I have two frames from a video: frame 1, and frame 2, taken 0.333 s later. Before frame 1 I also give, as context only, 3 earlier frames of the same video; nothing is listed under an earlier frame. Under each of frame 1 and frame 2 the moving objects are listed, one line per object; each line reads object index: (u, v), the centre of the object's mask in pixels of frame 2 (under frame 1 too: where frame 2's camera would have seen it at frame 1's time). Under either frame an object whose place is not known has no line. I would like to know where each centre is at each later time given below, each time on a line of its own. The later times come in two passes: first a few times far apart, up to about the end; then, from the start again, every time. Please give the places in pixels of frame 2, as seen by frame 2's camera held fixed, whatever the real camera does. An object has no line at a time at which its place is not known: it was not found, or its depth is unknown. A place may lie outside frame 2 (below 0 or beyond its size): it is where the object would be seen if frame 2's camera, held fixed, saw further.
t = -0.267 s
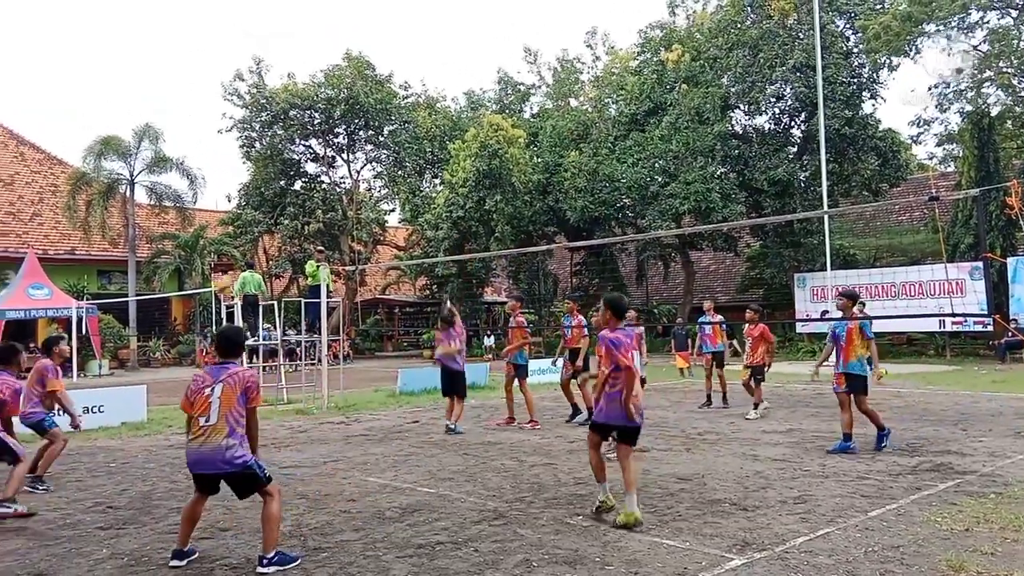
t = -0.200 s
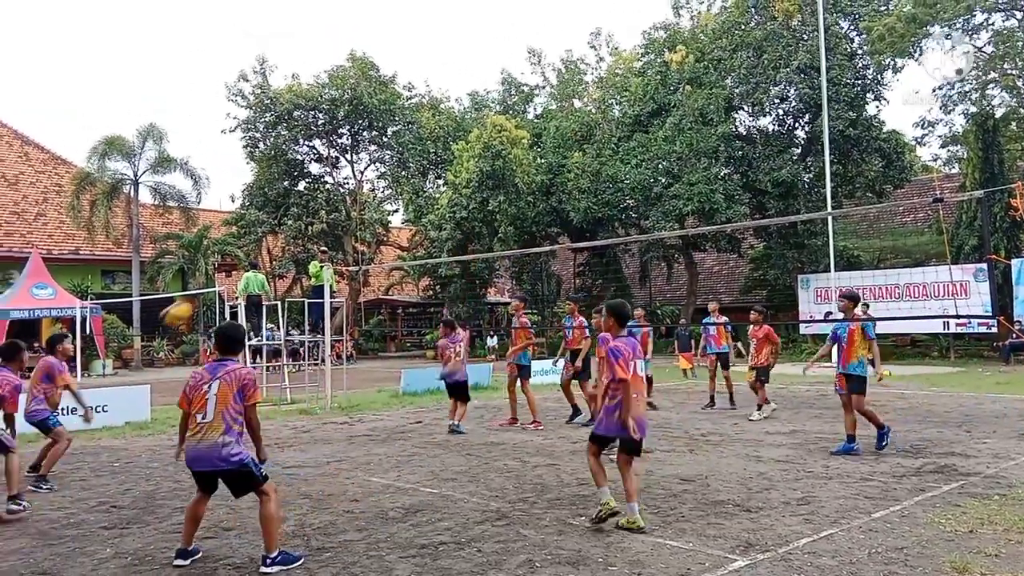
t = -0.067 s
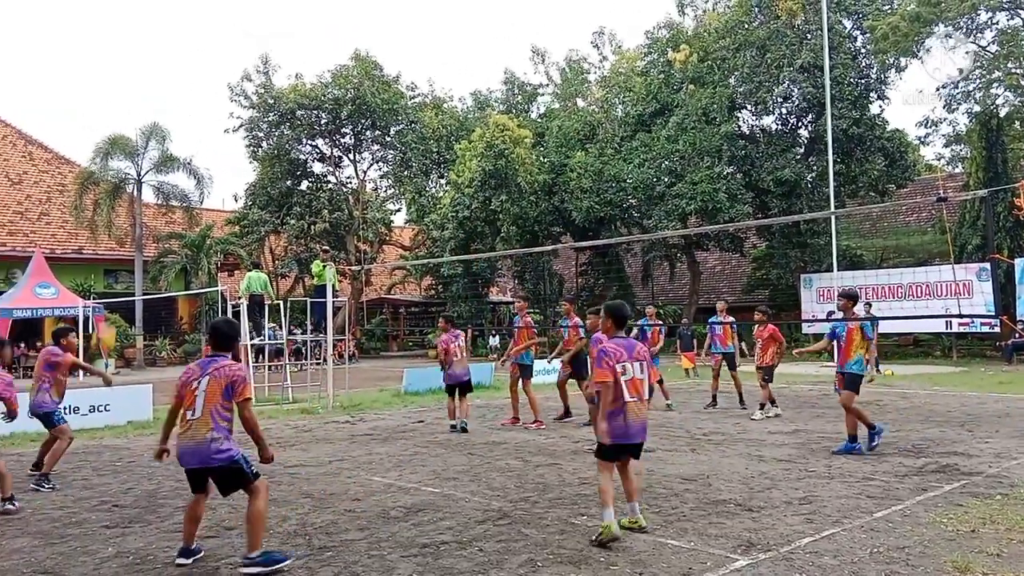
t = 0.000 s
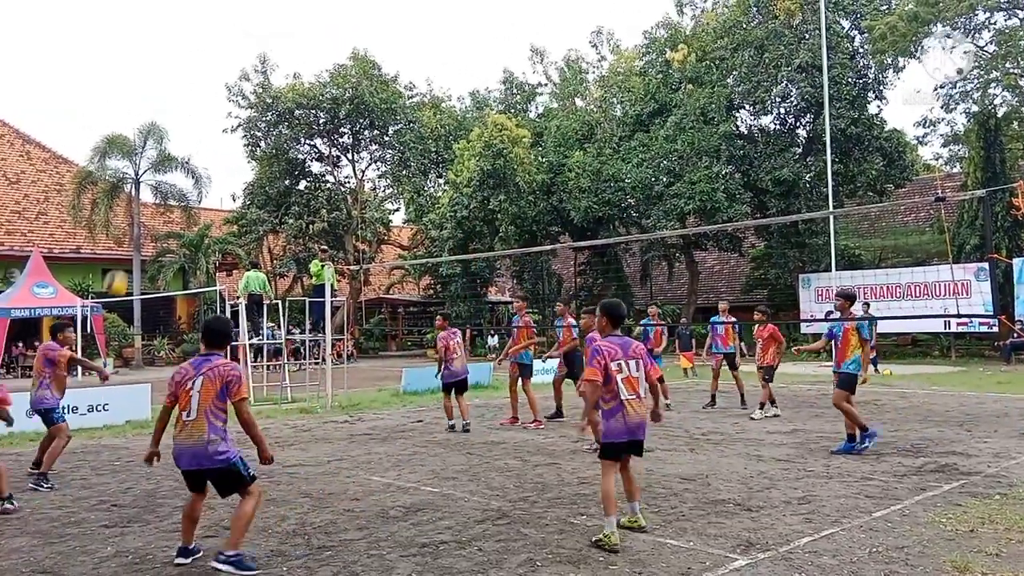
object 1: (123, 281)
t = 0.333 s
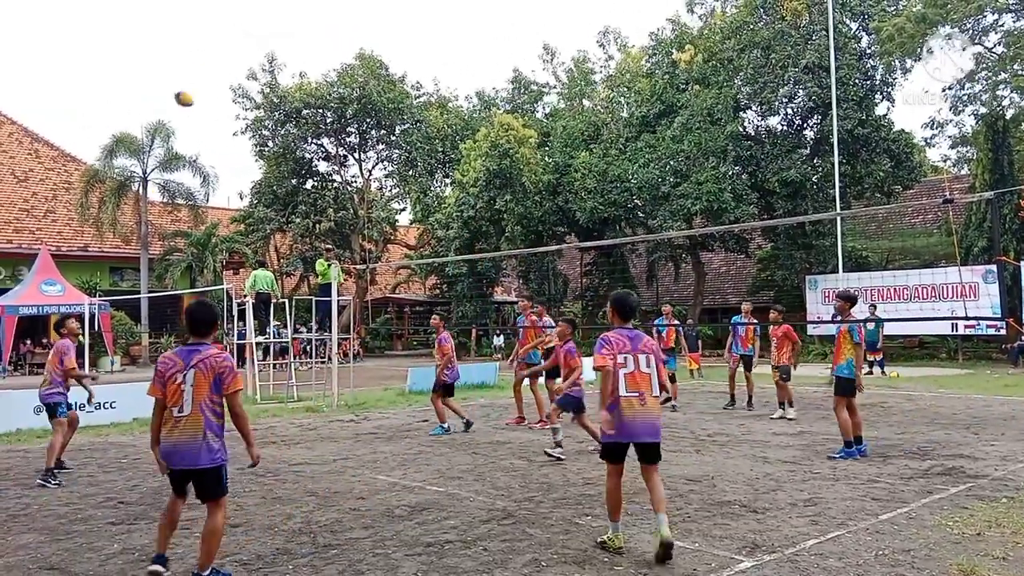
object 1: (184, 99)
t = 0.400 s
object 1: (195, 76)
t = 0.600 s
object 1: (227, 35)
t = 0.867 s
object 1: (270, 38)
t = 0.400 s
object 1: (195, 76)
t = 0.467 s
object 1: (206, 58)
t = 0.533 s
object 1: (217, 44)
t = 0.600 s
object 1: (227, 35)
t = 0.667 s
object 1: (238, 29)
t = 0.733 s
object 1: (248, 28)
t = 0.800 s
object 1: (258, 31)
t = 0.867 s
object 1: (270, 38)
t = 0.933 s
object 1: (279, 49)
